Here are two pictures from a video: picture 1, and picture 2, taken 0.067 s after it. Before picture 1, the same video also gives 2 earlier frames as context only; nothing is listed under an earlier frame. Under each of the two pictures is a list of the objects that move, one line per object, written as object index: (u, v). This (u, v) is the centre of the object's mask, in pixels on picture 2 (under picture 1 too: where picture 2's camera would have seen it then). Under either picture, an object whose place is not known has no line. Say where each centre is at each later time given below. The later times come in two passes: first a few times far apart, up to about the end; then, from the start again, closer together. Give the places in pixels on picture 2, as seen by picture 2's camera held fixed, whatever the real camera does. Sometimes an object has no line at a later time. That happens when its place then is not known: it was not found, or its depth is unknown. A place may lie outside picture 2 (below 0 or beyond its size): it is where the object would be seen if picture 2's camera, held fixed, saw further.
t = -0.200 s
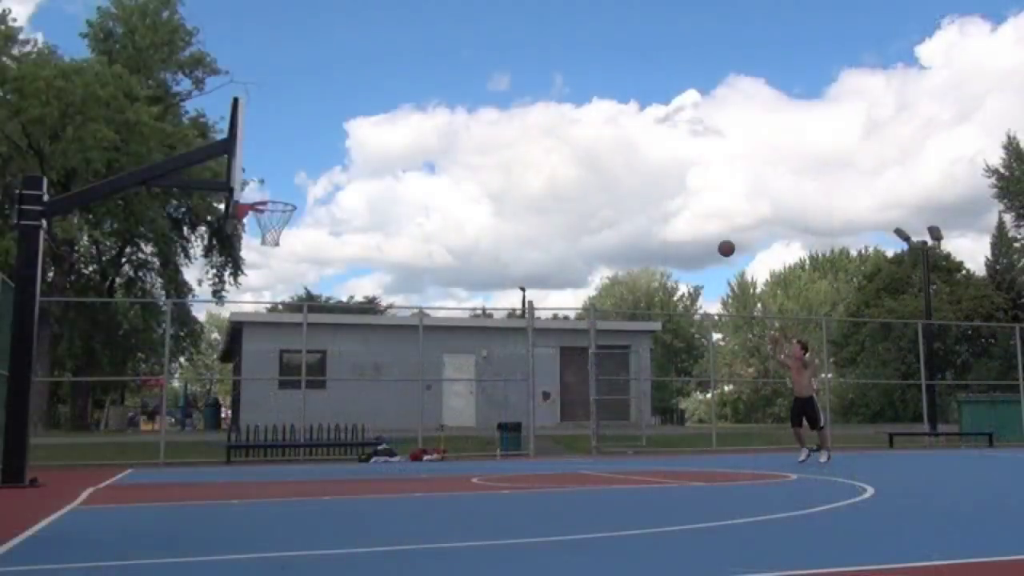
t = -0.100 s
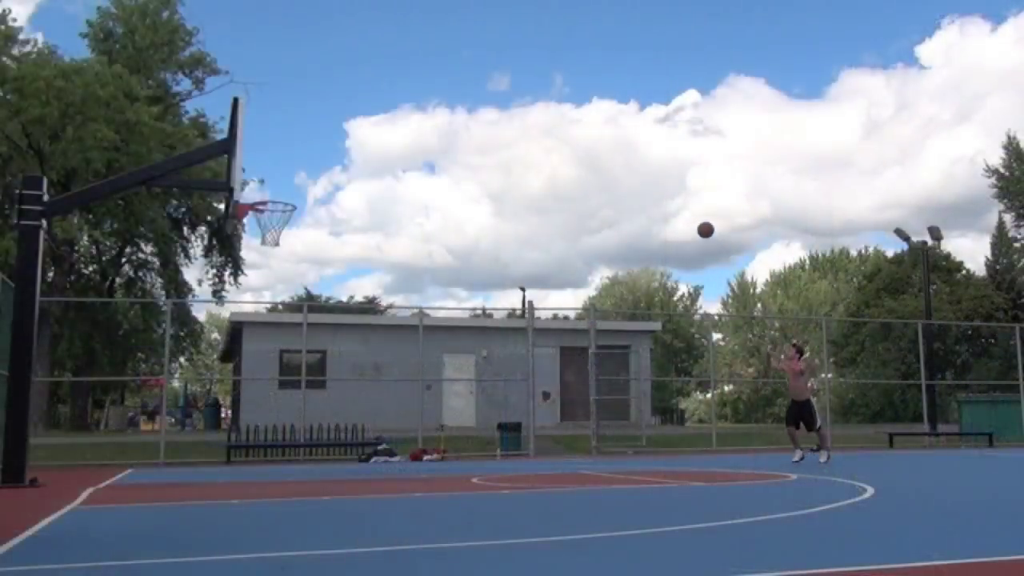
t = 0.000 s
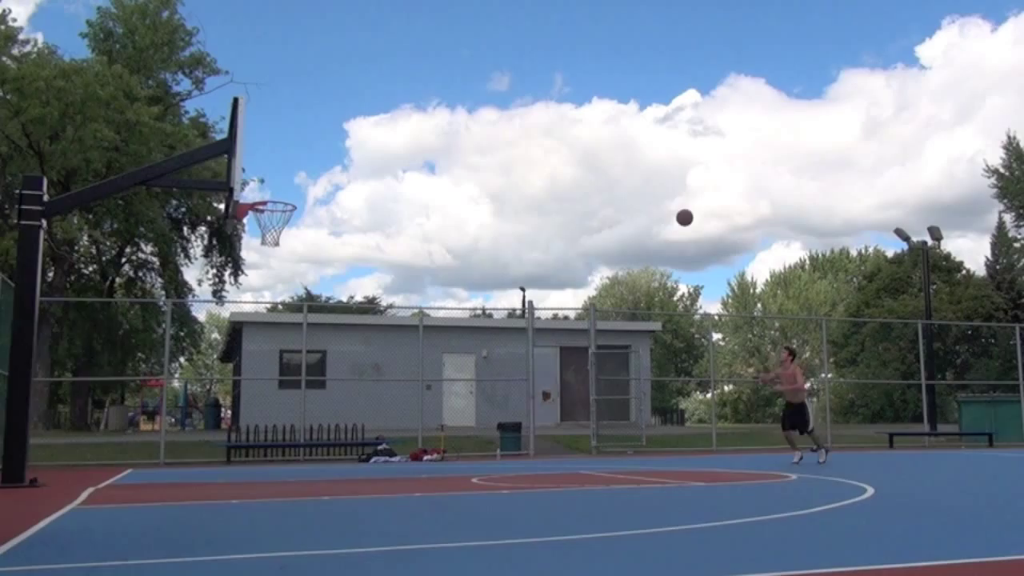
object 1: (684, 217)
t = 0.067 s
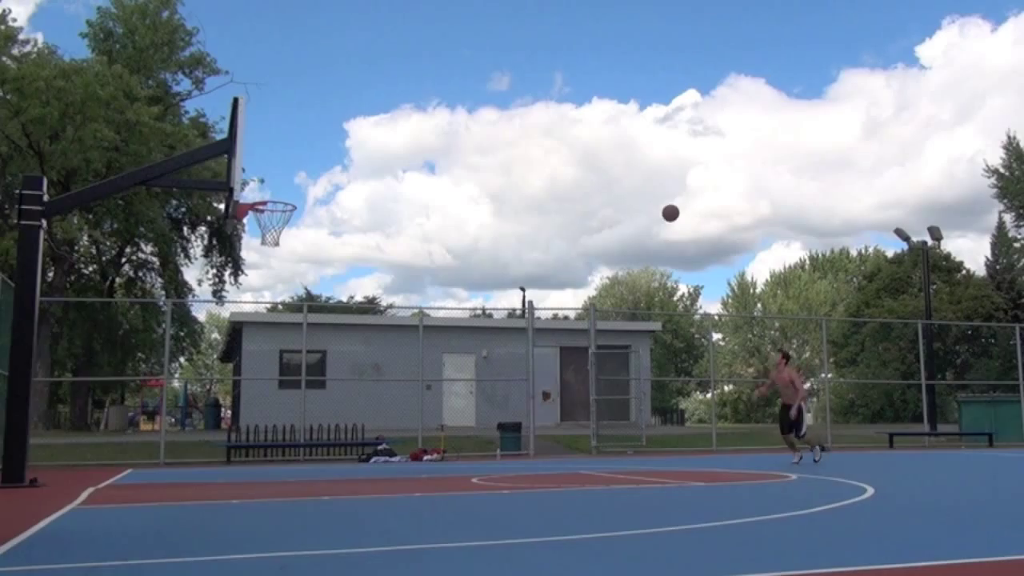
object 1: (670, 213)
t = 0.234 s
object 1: (635, 215)
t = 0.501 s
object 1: (574, 260)
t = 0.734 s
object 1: (517, 351)
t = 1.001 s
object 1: (455, 437)
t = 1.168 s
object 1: (437, 358)
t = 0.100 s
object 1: (663, 211)
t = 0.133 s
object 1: (656, 211)
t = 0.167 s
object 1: (649, 211)
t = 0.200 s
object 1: (642, 213)
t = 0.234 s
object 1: (635, 215)
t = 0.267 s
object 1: (627, 217)
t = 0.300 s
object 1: (620, 221)
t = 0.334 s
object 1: (613, 225)
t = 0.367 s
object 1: (605, 230)
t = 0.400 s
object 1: (597, 236)
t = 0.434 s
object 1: (590, 244)
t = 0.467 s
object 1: (582, 251)
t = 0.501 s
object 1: (574, 260)
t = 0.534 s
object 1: (566, 270)
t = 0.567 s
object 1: (558, 280)
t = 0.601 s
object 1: (550, 292)
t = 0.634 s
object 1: (542, 305)
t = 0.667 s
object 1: (534, 318)
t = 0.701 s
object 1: (526, 334)
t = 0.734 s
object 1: (517, 351)
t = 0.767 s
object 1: (508, 367)
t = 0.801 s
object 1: (500, 387)
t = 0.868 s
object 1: (482, 426)
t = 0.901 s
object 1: (472, 448)
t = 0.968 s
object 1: (459, 455)
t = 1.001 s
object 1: (455, 437)
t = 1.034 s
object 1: (452, 418)
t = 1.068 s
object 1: (448, 402)
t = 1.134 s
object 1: (441, 372)
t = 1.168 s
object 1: (437, 358)
